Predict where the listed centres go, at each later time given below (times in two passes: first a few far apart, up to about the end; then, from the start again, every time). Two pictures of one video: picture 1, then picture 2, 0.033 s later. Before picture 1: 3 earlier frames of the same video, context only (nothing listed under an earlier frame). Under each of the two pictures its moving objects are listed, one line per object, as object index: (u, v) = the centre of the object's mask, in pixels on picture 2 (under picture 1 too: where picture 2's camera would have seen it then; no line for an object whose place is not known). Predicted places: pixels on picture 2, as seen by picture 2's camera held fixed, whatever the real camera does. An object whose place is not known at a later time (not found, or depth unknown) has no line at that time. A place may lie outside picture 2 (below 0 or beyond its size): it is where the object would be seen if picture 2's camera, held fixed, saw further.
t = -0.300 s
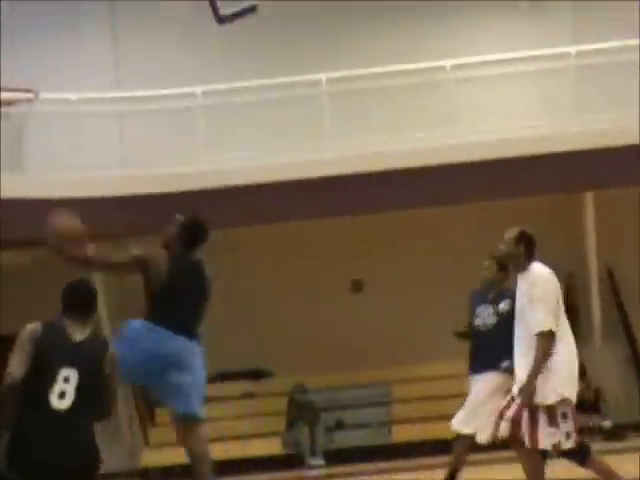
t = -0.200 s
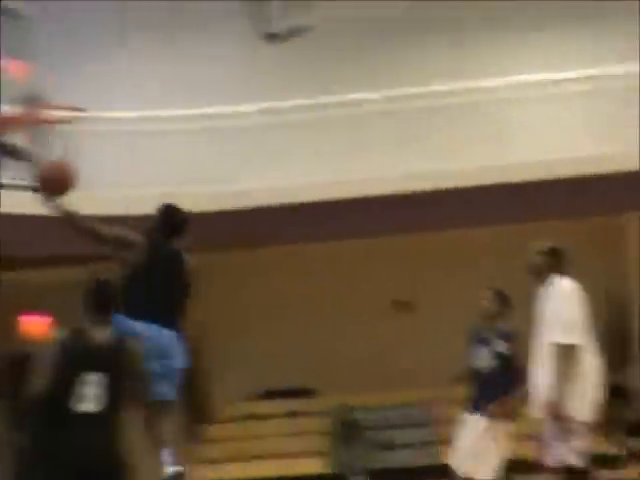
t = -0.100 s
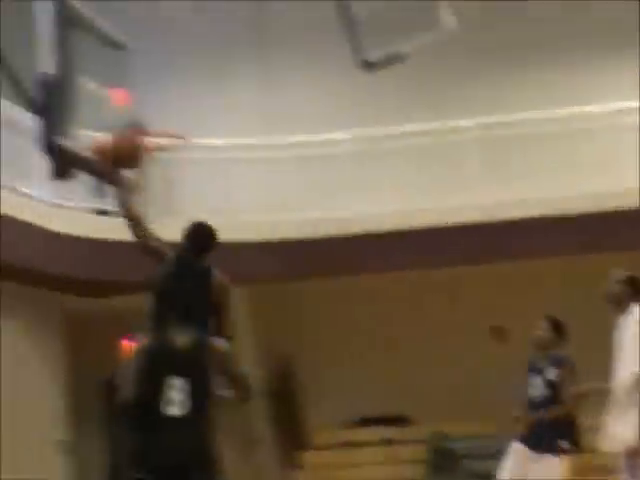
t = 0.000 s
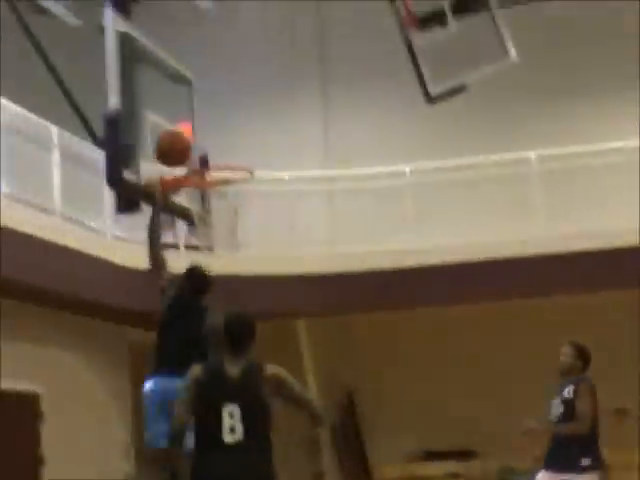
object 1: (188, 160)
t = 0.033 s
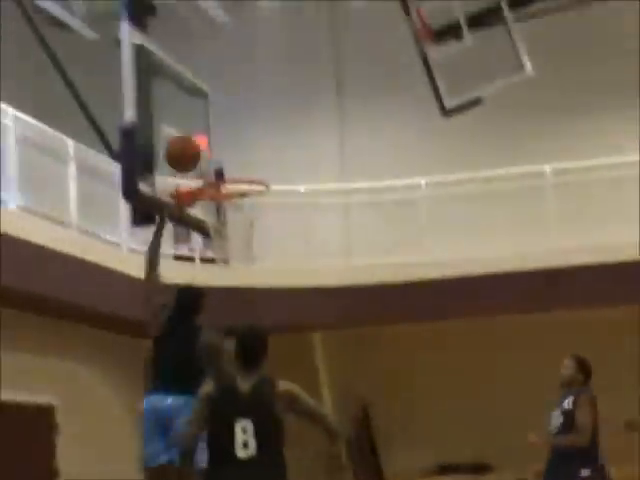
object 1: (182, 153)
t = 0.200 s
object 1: (210, 138)
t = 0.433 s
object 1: (247, 170)
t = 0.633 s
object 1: (232, 189)
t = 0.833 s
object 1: (247, 228)
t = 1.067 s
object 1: (262, 302)
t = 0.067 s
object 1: (180, 147)
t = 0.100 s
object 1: (187, 142)
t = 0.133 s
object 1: (194, 139)
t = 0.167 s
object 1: (202, 138)
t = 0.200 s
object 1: (210, 138)
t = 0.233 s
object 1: (218, 141)
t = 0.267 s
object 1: (225, 144)
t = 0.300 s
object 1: (233, 150)
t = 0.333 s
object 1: (242, 156)
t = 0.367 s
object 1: (250, 164)
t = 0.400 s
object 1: (253, 171)
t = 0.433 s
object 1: (247, 170)
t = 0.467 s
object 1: (242, 171)
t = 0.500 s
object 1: (236, 173)
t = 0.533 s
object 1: (231, 172)
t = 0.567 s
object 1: (225, 173)
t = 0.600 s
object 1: (221, 173)
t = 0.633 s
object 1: (232, 189)
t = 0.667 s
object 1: (234, 193)
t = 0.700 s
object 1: (234, 198)
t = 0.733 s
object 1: (237, 207)
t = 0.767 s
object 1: (238, 213)
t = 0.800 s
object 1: (244, 222)
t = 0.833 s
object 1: (247, 228)
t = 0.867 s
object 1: (249, 235)
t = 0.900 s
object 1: (250, 243)
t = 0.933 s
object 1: (252, 252)
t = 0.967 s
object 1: (254, 263)
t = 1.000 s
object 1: (257, 275)
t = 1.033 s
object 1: (259, 285)
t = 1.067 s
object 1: (262, 302)
